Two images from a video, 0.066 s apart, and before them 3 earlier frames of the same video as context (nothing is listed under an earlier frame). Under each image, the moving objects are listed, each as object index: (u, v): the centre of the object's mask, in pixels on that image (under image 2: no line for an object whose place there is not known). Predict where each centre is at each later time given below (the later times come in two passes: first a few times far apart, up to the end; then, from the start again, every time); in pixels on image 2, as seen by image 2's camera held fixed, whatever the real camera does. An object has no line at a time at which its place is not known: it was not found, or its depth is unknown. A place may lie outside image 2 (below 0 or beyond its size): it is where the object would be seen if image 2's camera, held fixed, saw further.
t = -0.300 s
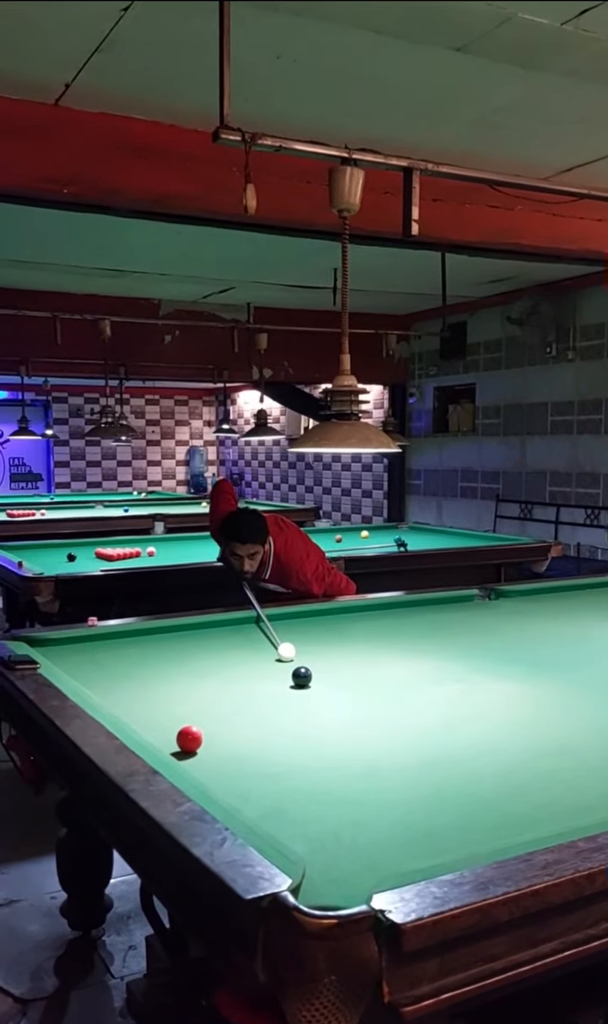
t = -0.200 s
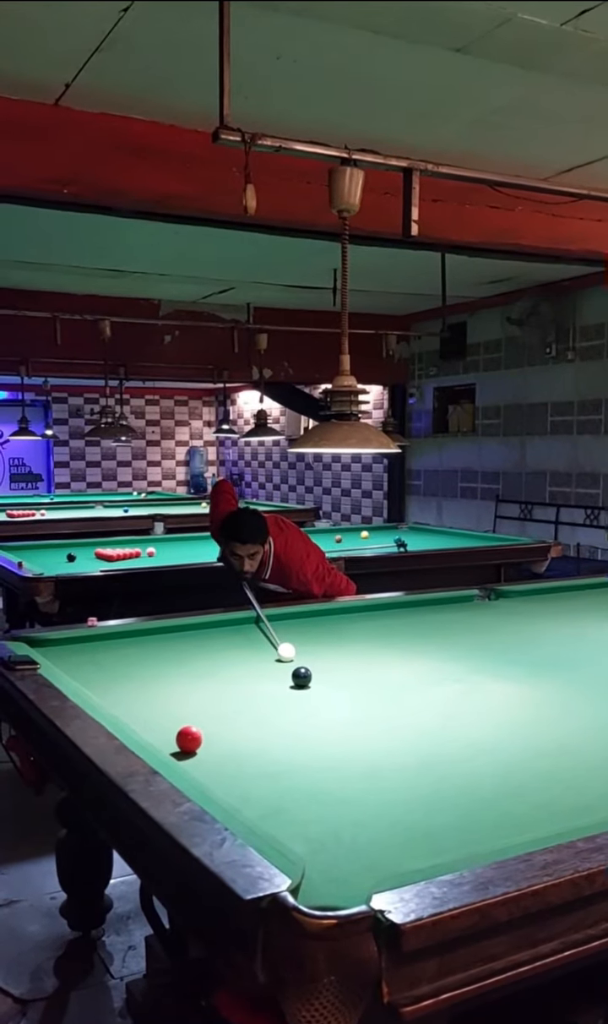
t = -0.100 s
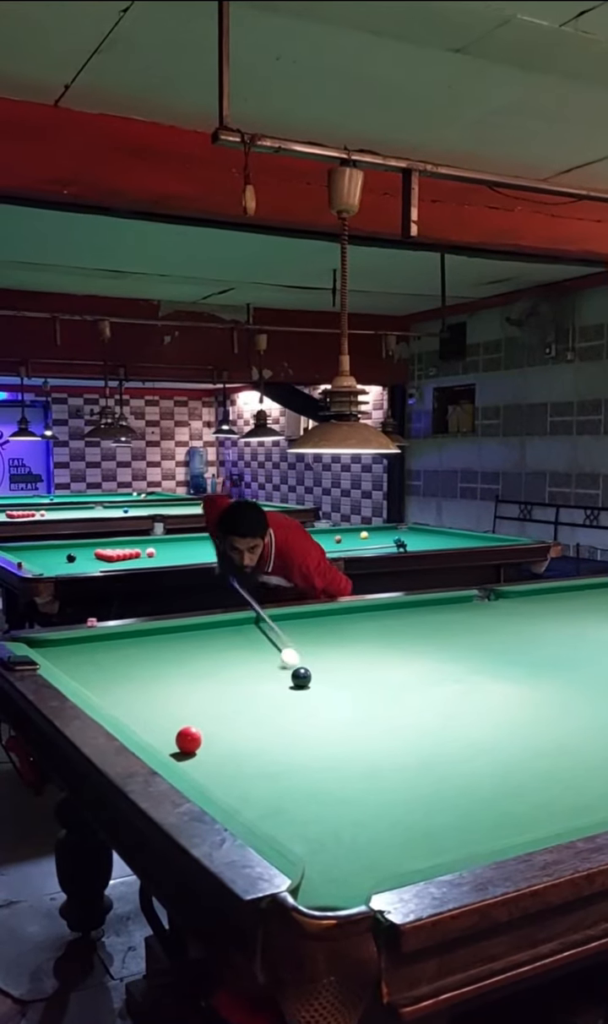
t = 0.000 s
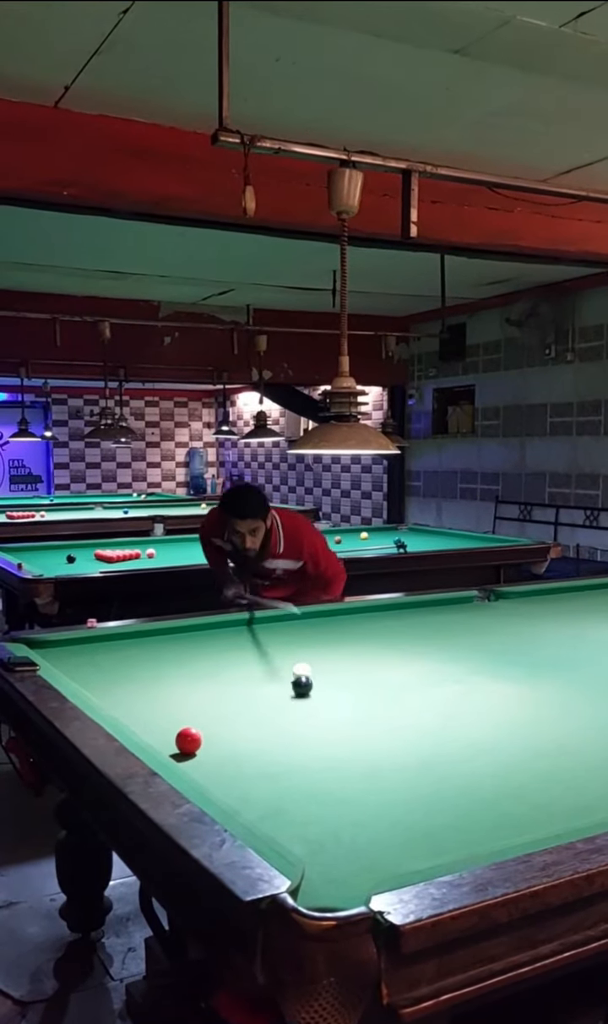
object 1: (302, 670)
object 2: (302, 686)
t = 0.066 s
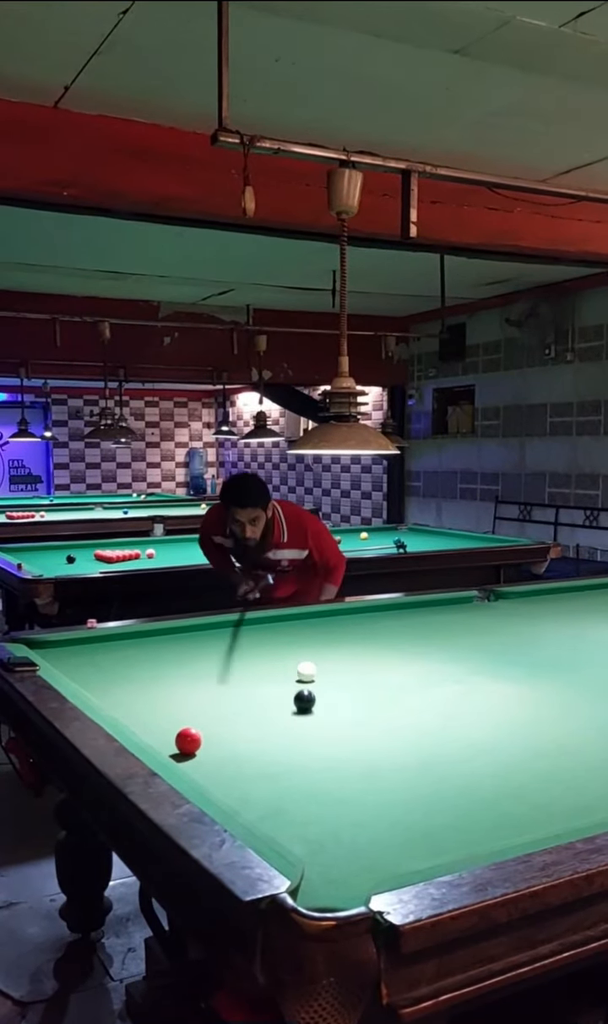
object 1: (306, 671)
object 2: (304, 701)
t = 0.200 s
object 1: (314, 669)
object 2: (309, 730)
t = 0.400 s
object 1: (325, 665)
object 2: (317, 782)
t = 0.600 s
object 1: (334, 662)
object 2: (329, 857)
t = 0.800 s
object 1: (341, 659)
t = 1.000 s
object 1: (347, 657)
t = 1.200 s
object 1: (352, 656)
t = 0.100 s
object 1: (308, 670)
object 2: (305, 709)
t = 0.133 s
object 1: (311, 670)
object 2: (307, 716)
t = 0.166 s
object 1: (312, 669)
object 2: (308, 723)
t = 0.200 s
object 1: (314, 669)
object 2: (309, 730)
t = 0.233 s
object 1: (316, 668)
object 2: (310, 738)
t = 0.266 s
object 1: (318, 667)
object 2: (311, 746)
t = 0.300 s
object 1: (320, 667)
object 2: (313, 754)
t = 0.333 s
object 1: (321, 666)
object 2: (314, 764)
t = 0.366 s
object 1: (323, 666)
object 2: (316, 773)
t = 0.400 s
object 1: (325, 665)
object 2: (317, 782)
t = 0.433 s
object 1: (326, 665)
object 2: (319, 793)
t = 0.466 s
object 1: (328, 664)
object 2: (321, 805)
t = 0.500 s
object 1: (330, 664)
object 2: (322, 816)
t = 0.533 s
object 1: (331, 663)
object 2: (324, 829)
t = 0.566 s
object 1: (332, 662)
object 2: (327, 843)
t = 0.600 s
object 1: (334, 662)
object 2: (329, 857)
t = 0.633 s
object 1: (335, 662)
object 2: (331, 872)
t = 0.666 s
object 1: (336, 661)
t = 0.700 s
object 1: (338, 661)
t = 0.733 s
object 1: (339, 660)
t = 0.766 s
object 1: (340, 660)
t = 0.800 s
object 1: (341, 659)
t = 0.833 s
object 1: (342, 659)
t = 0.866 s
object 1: (344, 659)
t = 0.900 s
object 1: (344, 658)
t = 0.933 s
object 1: (345, 658)
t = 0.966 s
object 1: (346, 658)
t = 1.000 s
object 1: (347, 657)
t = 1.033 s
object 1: (348, 657)
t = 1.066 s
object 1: (349, 657)
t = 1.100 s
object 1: (350, 656)
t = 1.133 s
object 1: (351, 656)
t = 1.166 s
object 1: (351, 656)
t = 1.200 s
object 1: (352, 656)
